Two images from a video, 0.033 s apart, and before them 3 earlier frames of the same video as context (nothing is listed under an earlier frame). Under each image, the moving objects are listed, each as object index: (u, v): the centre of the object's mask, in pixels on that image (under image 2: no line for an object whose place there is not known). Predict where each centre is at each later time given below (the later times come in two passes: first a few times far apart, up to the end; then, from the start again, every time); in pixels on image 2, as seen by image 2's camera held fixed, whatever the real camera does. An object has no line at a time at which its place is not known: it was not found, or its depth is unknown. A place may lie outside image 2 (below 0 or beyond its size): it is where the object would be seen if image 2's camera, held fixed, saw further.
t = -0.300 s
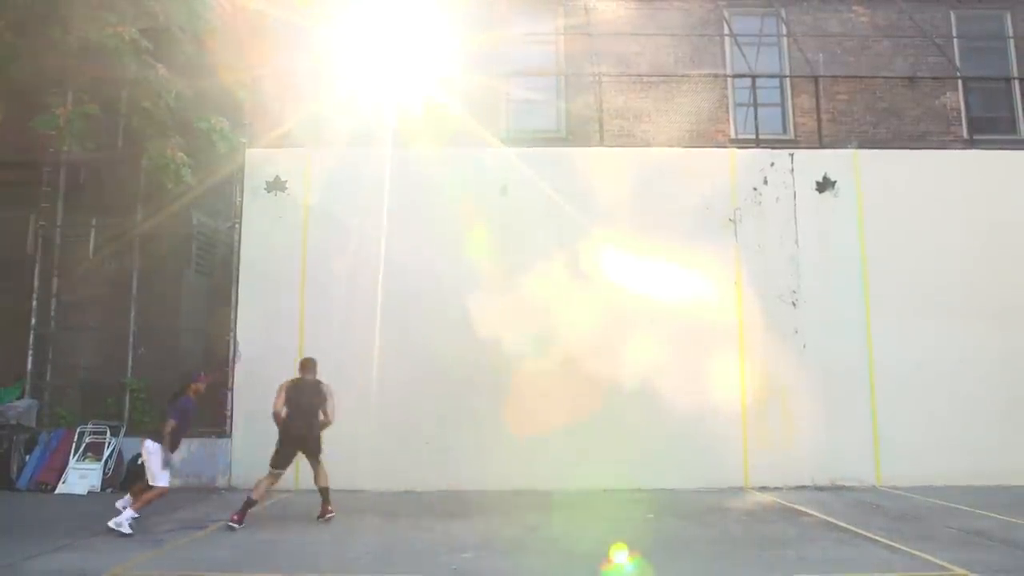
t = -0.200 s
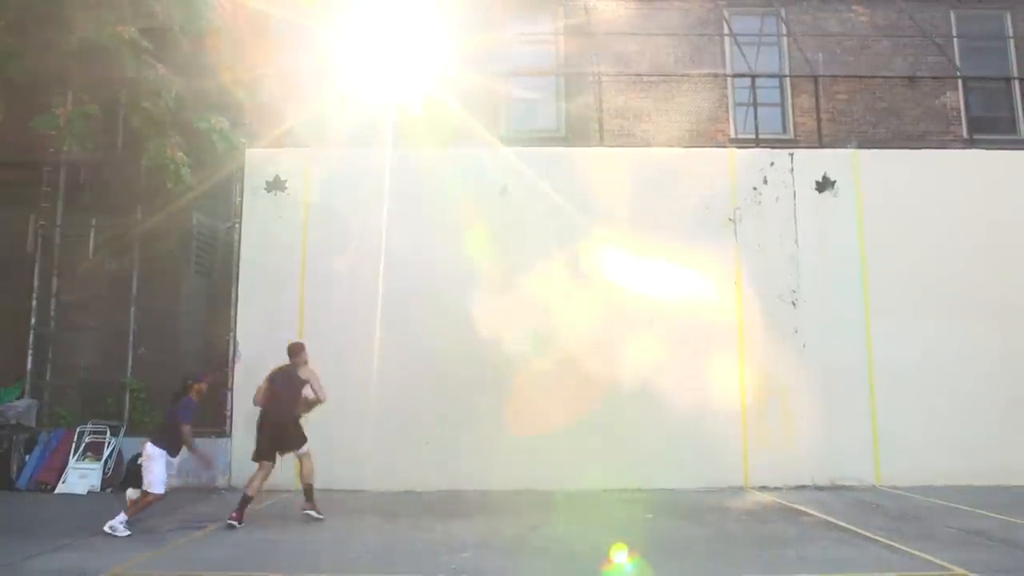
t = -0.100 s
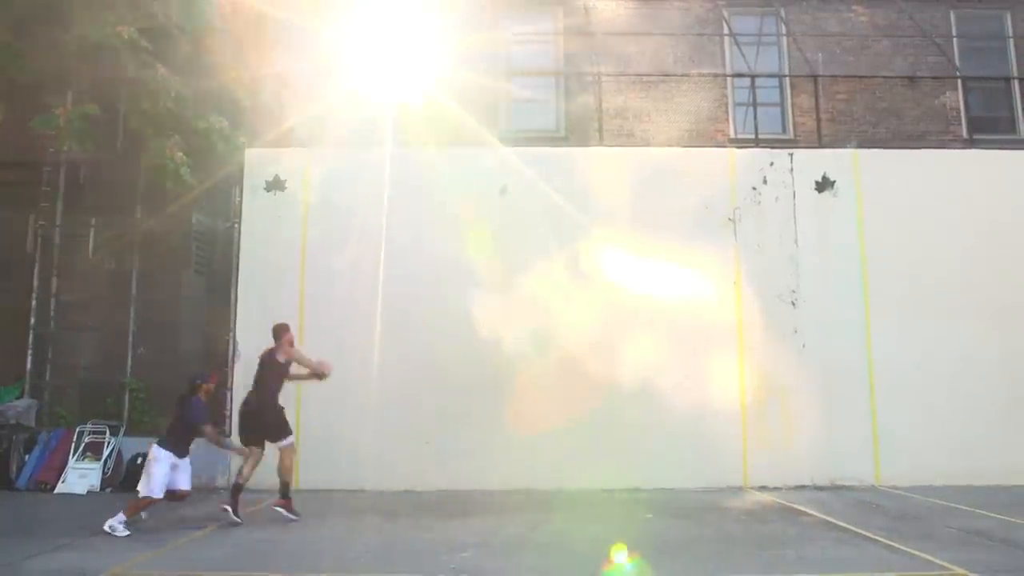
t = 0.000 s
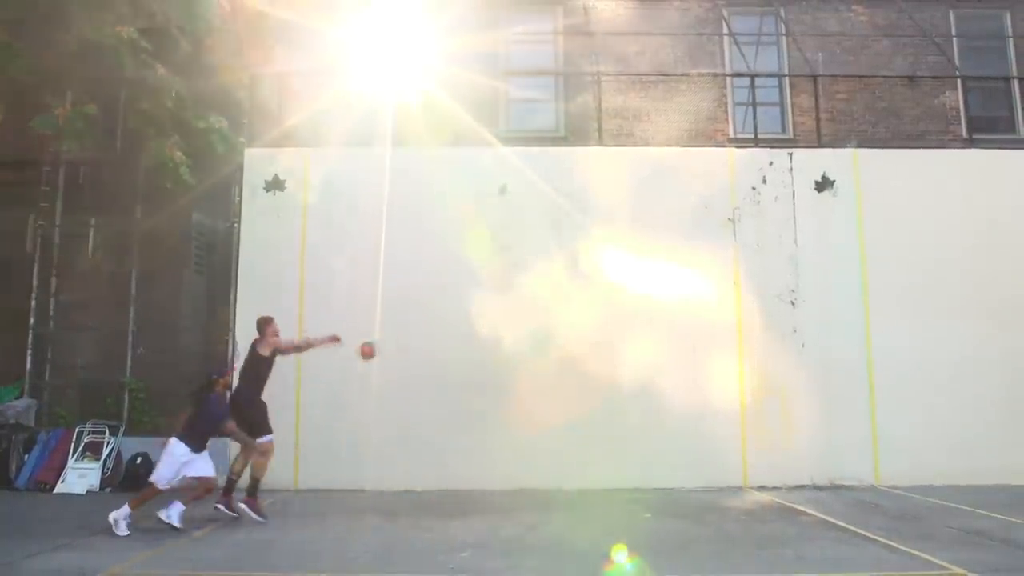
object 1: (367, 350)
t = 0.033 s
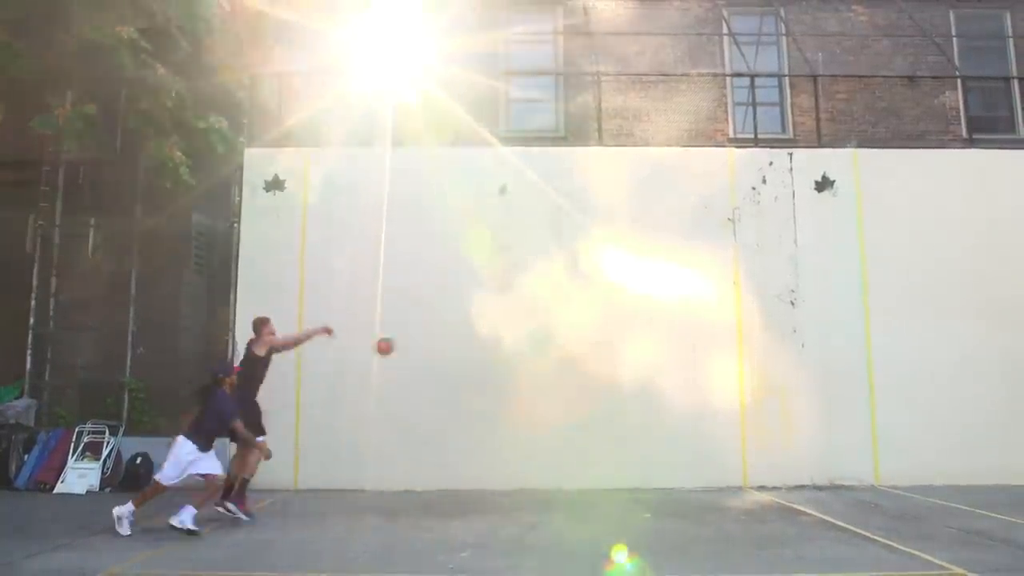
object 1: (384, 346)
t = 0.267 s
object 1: (487, 343)
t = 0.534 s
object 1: (586, 390)
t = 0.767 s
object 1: (648, 450)
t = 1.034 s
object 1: (701, 451)
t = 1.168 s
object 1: (722, 432)
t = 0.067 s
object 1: (400, 343)
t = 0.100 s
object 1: (415, 341)
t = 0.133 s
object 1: (430, 339)
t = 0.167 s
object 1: (445, 339)
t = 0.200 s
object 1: (459, 339)
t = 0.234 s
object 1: (473, 341)
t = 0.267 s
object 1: (487, 343)
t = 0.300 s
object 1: (500, 346)
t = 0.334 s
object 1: (514, 349)
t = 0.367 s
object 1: (527, 354)
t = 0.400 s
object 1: (540, 360)
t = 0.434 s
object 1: (552, 366)
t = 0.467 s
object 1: (564, 373)
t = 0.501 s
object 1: (575, 381)
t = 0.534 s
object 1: (586, 390)
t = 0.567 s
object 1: (594, 396)
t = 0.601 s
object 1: (603, 401)
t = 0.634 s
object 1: (612, 408)
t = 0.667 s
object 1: (621, 417)
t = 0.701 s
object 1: (630, 427)
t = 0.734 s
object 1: (639, 438)
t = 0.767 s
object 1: (648, 450)
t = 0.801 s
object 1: (658, 463)
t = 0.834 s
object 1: (668, 477)
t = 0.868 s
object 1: (677, 491)
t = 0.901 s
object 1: (682, 484)
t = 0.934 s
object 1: (686, 475)
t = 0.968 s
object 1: (691, 466)
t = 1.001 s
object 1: (696, 458)
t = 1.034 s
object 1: (701, 451)
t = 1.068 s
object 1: (706, 445)
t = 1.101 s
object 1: (711, 440)
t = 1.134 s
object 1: (716, 435)
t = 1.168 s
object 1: (722, 432)
